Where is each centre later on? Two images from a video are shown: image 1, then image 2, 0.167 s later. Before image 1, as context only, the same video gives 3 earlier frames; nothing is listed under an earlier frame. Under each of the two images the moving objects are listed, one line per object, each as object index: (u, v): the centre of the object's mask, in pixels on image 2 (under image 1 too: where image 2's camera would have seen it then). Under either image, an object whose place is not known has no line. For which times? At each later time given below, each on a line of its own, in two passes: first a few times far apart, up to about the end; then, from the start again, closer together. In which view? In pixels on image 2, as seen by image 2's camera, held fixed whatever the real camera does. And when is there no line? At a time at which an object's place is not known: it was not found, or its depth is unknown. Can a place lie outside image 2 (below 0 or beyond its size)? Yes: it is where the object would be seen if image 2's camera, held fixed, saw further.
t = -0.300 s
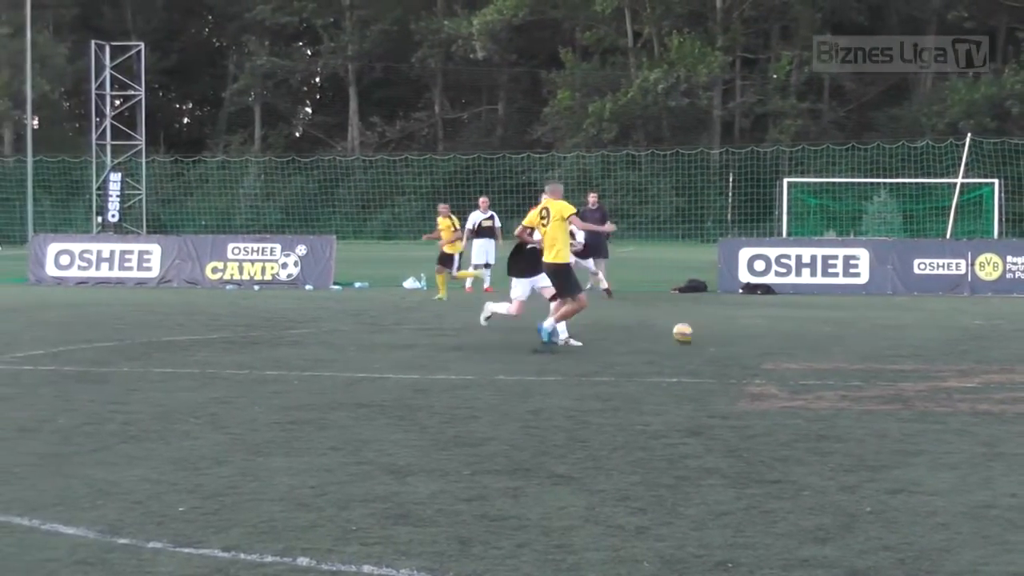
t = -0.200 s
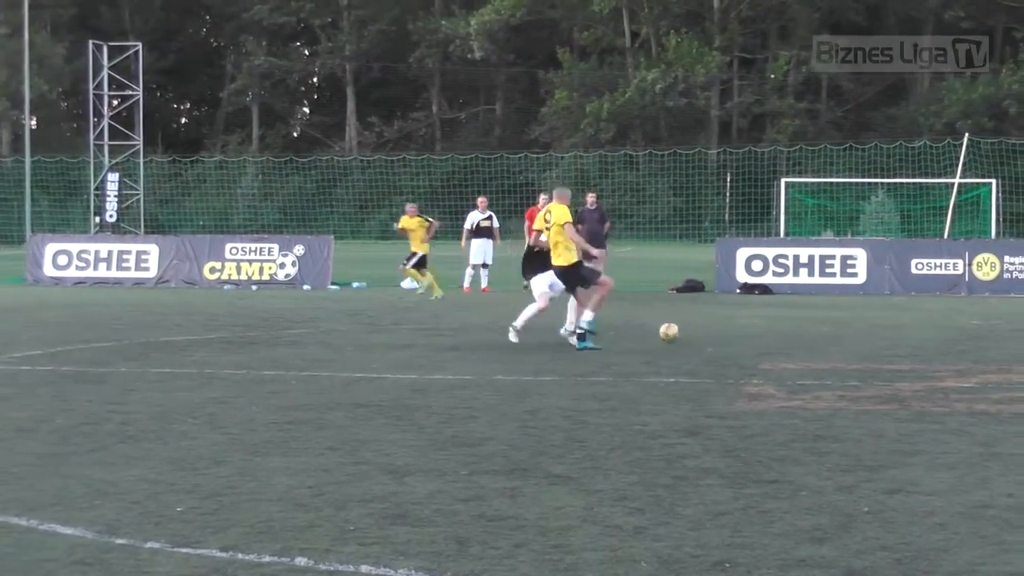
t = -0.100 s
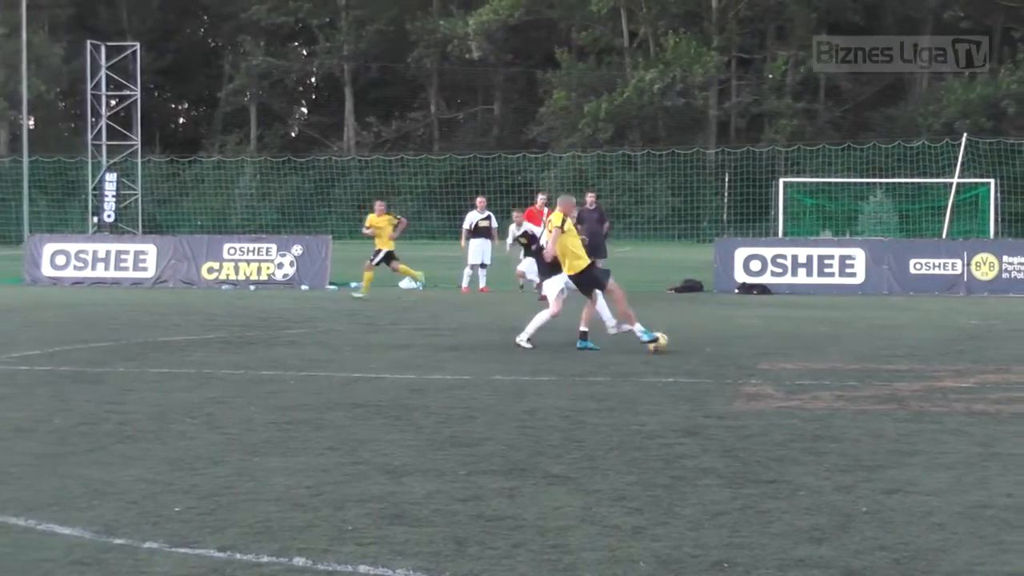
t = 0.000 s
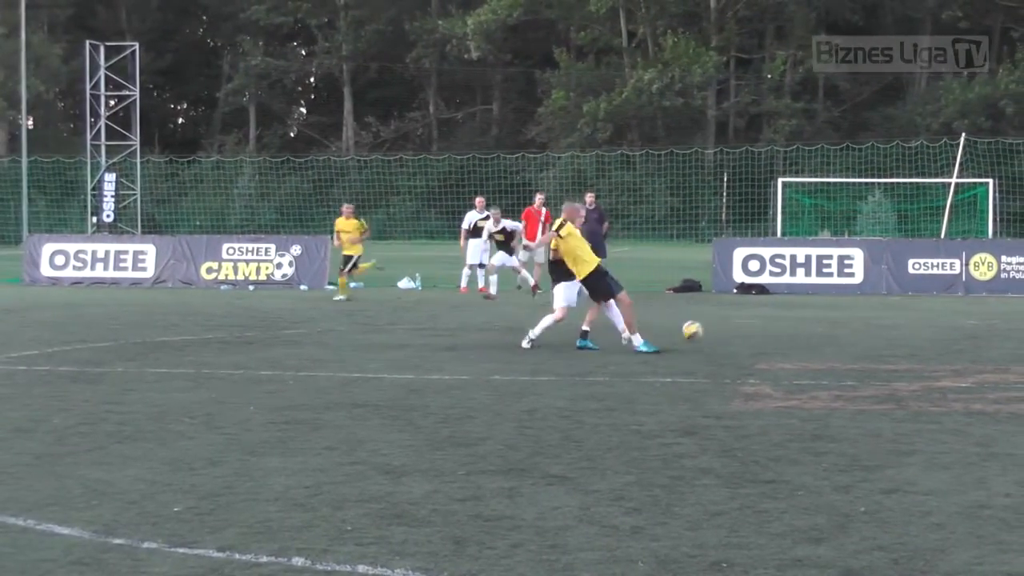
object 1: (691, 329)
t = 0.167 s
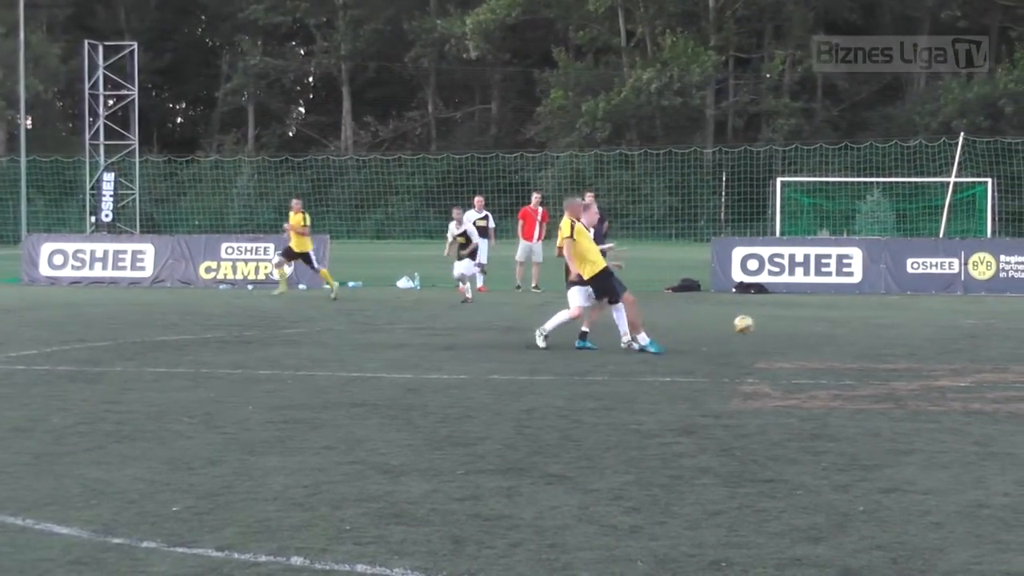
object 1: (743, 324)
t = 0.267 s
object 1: (775, 333)
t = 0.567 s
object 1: (854, 329)
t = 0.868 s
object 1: (921, 325)
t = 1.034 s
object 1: (963, 321)
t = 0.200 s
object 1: (756, 326)
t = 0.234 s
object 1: (769, 330)
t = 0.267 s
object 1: (775, 333)
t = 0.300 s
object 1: (786, 330)
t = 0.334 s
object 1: (797, 325)
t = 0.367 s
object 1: (802, 324)
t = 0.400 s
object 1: (813, 323)
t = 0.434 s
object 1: (823, 322)
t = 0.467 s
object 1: (829, 322)
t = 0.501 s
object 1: (839, 324)
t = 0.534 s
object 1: (849, 327)
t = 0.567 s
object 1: (854, 329)
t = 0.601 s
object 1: (863, 328)
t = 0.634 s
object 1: (873, 324)
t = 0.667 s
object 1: (877, 325)
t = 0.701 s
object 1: (887, 324)
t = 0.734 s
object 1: (895, 325)
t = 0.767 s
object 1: (899, 327)
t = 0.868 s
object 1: (921, 325)
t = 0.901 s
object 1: (930, 324)
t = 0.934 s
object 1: (939, 323)
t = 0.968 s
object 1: (944, 322)
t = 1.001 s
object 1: (953, 321)
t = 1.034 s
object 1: (963, 321)
